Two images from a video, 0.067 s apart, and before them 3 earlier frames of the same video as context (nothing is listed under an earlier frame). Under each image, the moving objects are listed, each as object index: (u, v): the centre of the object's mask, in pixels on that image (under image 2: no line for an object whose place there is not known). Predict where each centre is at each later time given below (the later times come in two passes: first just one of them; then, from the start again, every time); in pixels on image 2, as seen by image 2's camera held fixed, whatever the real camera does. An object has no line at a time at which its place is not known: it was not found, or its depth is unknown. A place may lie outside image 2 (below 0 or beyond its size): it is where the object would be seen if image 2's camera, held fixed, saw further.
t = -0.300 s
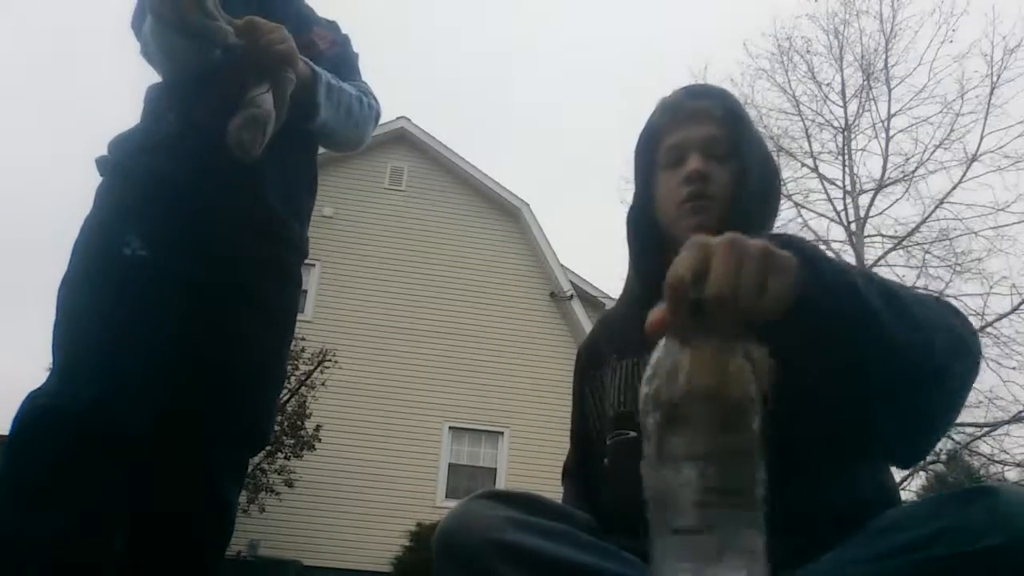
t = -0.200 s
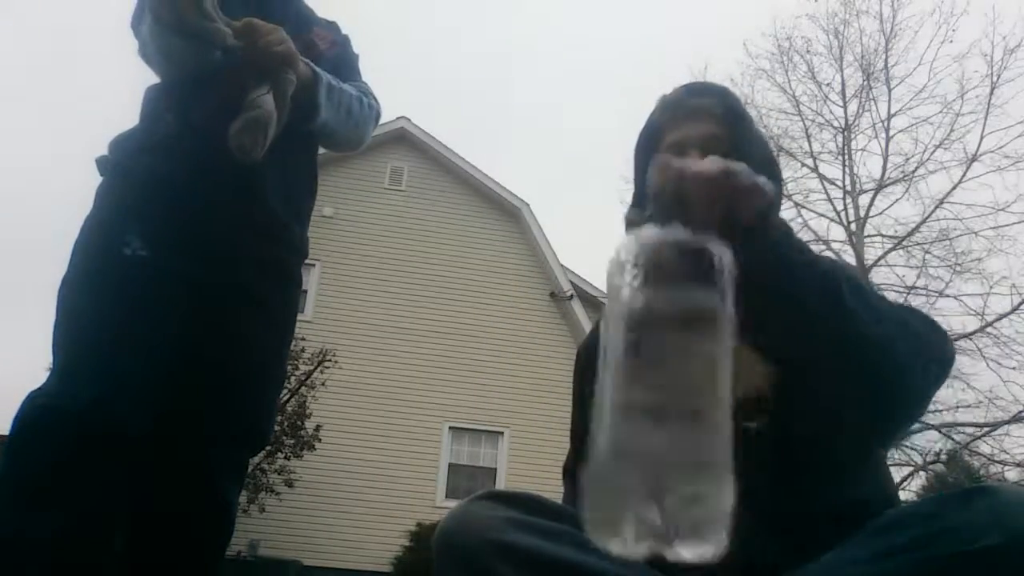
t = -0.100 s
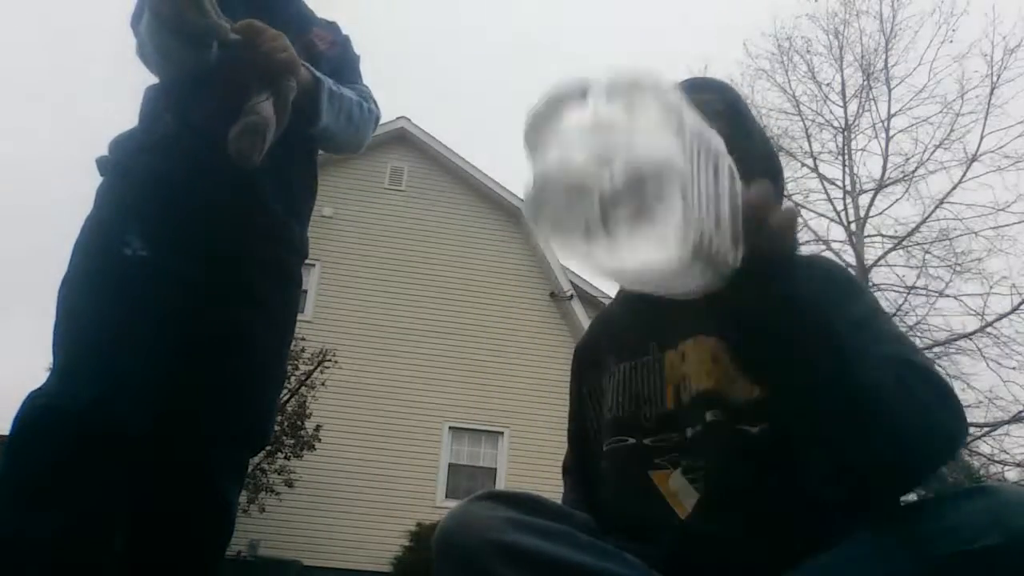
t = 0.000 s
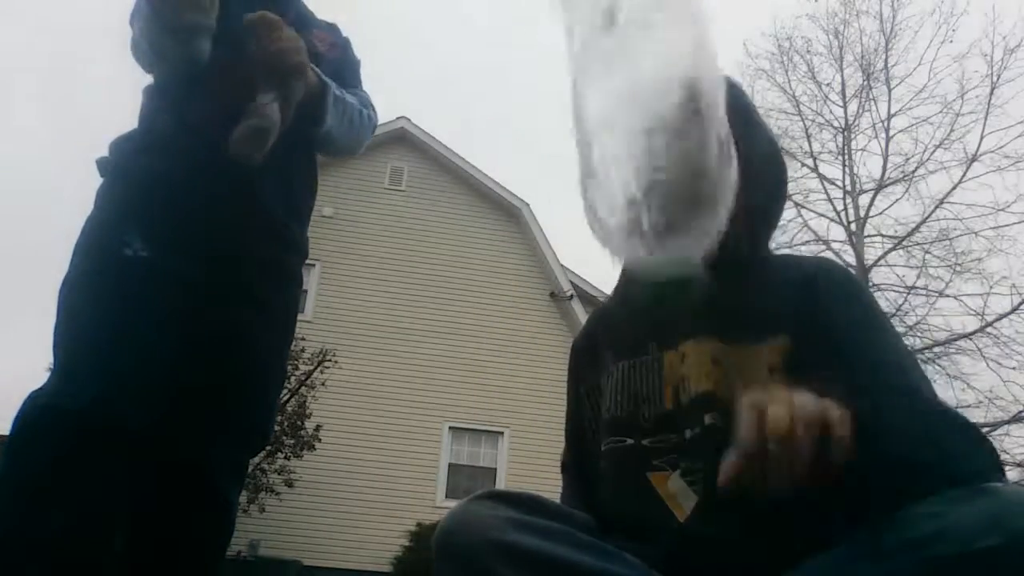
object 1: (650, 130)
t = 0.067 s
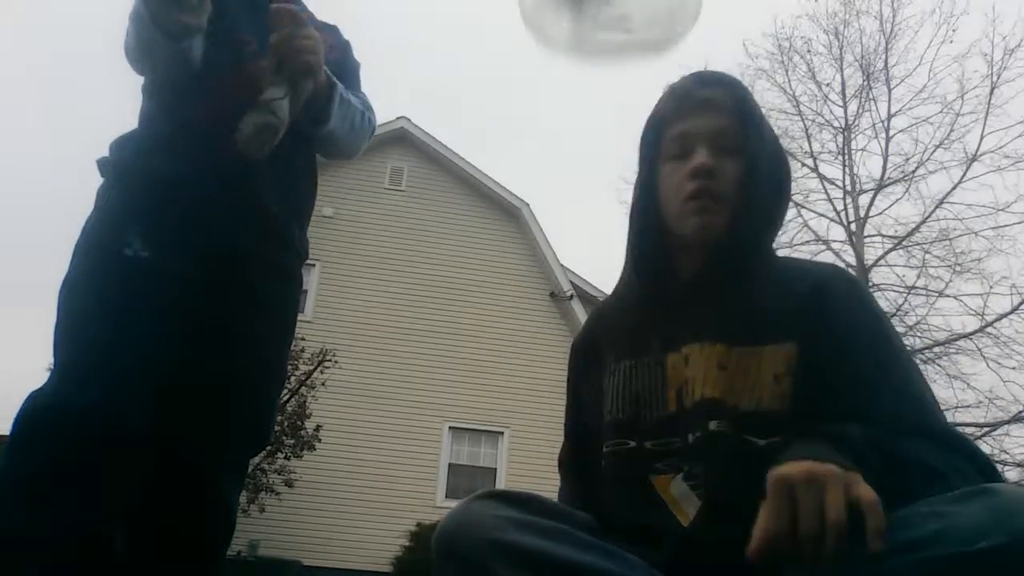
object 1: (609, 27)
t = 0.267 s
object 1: (634, 169)
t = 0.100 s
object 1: (640, 29)
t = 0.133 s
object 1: (647, 43)
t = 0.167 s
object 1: (650, 60)
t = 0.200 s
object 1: (648, 82)
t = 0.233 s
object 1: (642, 116)
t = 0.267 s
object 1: (634, 169)
